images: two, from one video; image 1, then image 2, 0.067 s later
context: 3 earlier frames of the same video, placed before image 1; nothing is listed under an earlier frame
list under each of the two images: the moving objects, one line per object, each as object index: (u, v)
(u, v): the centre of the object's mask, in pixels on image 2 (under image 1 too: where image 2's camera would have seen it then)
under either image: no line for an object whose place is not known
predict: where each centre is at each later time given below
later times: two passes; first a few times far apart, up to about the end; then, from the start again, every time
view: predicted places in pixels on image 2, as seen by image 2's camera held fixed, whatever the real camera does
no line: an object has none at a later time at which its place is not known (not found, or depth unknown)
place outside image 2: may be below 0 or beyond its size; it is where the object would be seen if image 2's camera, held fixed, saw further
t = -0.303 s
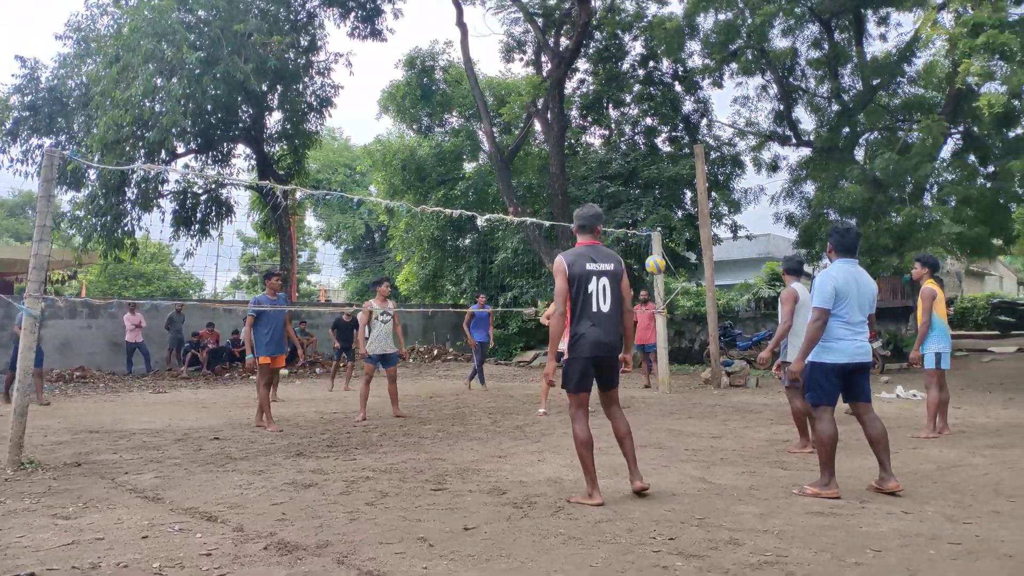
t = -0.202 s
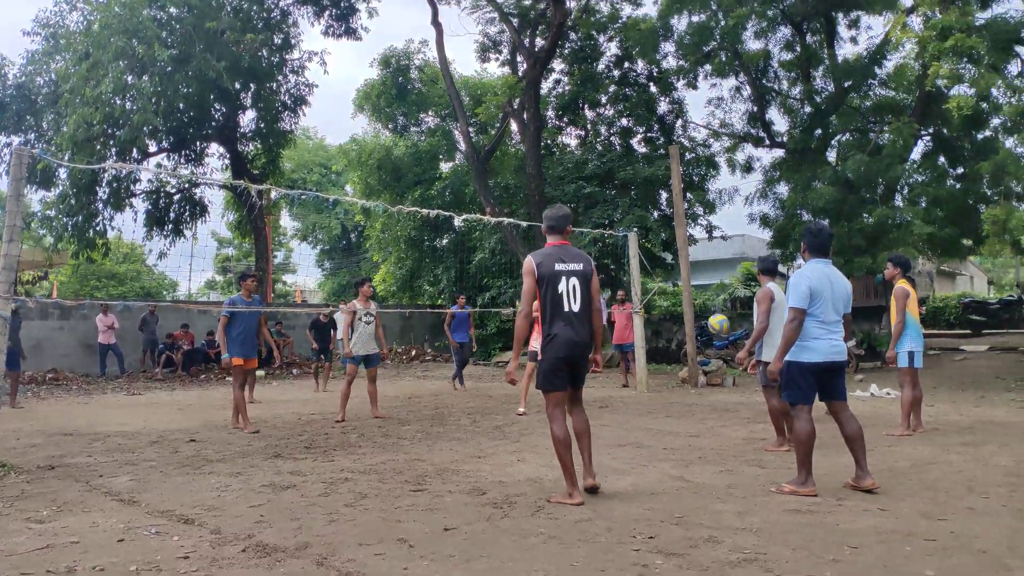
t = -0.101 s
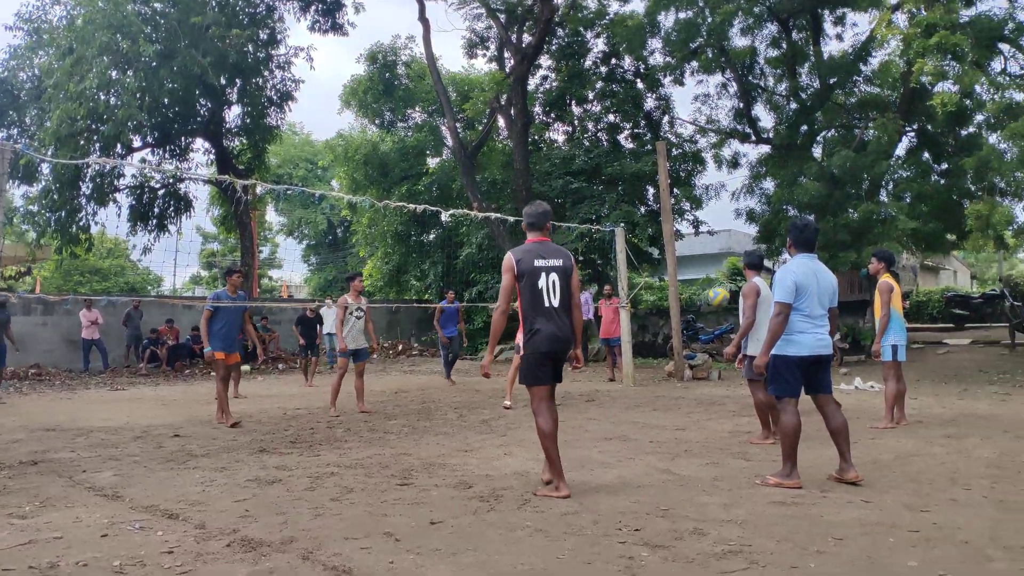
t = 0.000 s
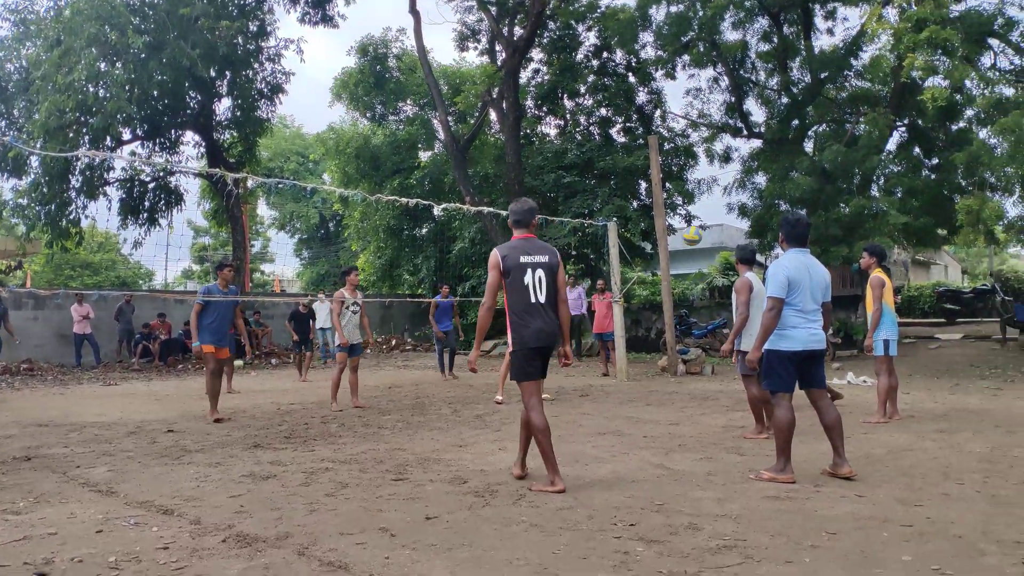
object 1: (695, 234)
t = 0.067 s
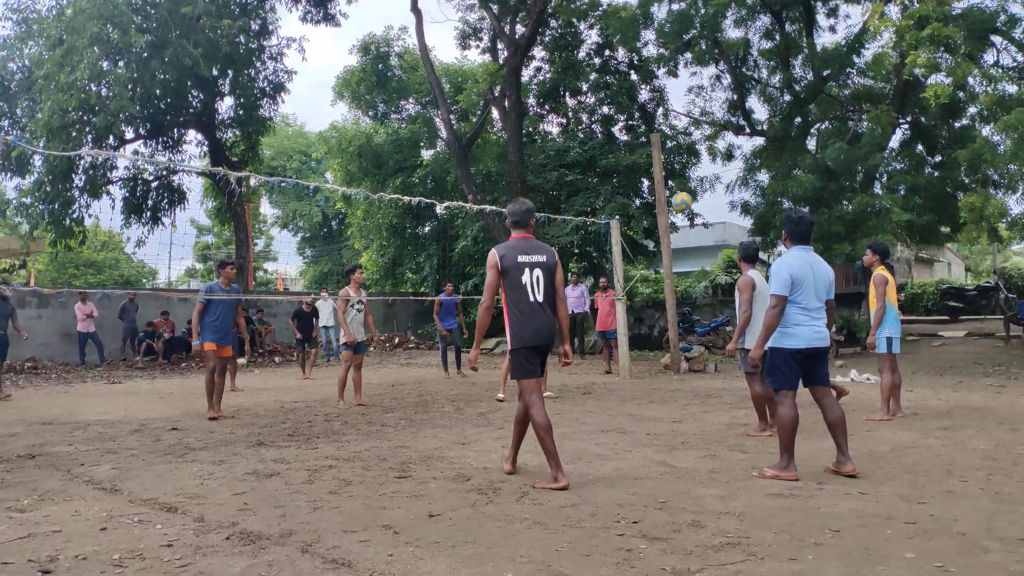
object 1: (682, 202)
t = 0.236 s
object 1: (653, 141)
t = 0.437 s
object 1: (621, 101)
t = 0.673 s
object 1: (583, 98)
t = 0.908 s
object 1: (552, 145)
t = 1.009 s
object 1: (539, 178)
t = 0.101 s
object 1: (676, 187)
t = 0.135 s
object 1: (670, 174)
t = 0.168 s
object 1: (665, 162)
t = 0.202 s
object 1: (659, 151)
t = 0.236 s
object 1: (653, 141)
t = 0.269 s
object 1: (647, 131)
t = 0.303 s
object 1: (642, 123)
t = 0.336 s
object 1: (636, 116)
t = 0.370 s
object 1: (631, 110)
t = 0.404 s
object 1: (626, 105)
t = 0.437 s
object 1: (621, 101)
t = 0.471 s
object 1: (615, 97)
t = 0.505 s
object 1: (611, 94)
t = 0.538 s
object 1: (606, 92)
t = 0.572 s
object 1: (602, 91)
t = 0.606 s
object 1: (593, 93)
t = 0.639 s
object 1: (588, 95)
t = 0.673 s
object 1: (583, 98)
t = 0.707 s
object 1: (578, 102)
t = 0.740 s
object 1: (573, 107)
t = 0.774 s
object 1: (569, 112)
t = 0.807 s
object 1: (565, 119)
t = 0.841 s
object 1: (561, 127)
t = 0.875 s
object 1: (556, 135)
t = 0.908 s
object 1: (552, 145)
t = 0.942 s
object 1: (547, 155)
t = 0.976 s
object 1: (543, 165)
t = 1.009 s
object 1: (539, 178)
